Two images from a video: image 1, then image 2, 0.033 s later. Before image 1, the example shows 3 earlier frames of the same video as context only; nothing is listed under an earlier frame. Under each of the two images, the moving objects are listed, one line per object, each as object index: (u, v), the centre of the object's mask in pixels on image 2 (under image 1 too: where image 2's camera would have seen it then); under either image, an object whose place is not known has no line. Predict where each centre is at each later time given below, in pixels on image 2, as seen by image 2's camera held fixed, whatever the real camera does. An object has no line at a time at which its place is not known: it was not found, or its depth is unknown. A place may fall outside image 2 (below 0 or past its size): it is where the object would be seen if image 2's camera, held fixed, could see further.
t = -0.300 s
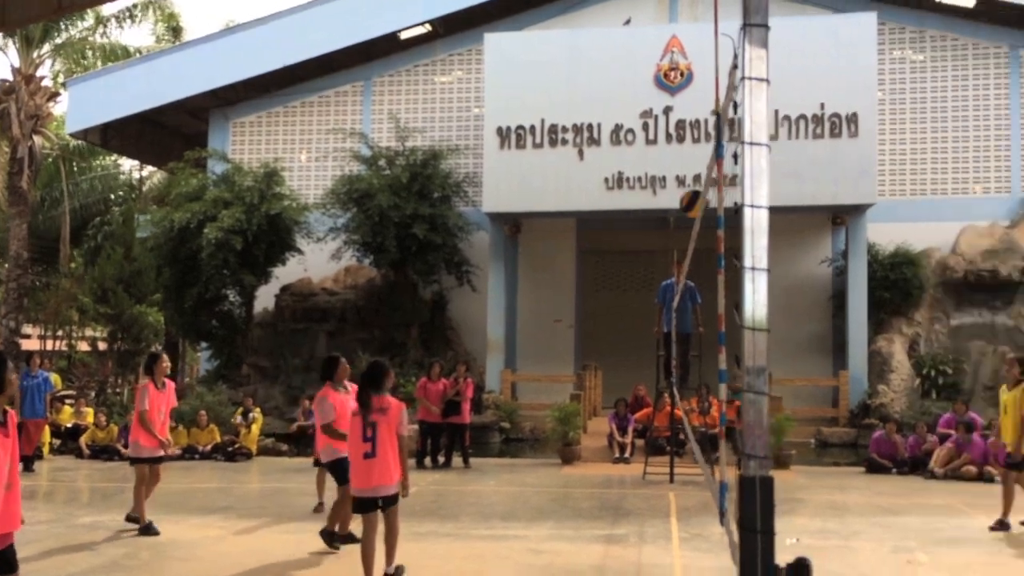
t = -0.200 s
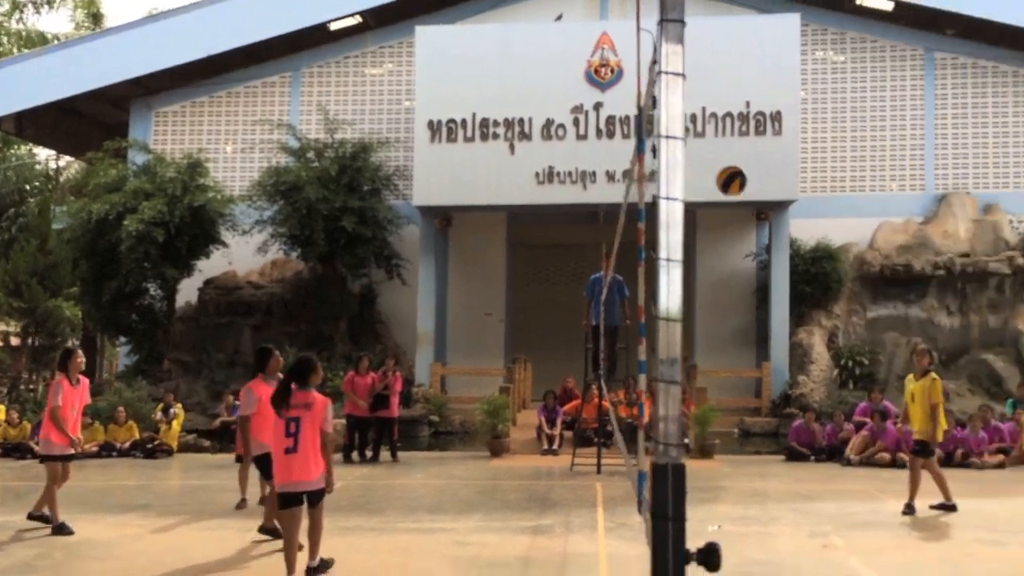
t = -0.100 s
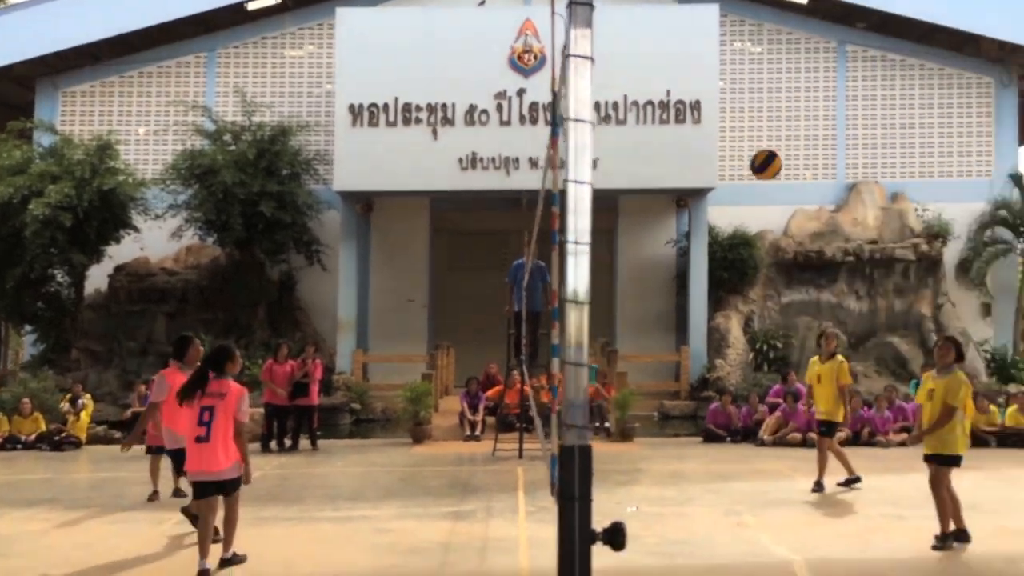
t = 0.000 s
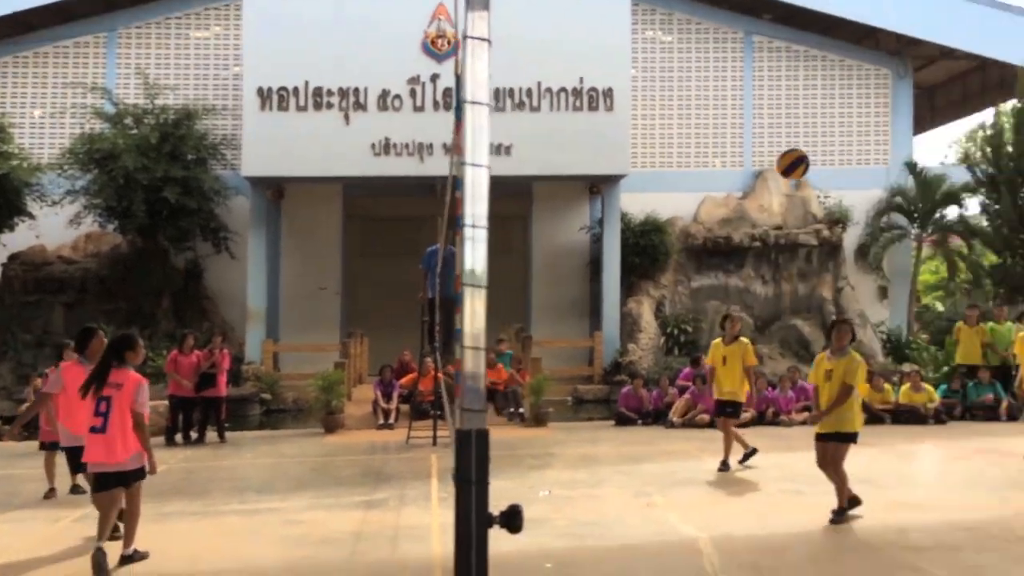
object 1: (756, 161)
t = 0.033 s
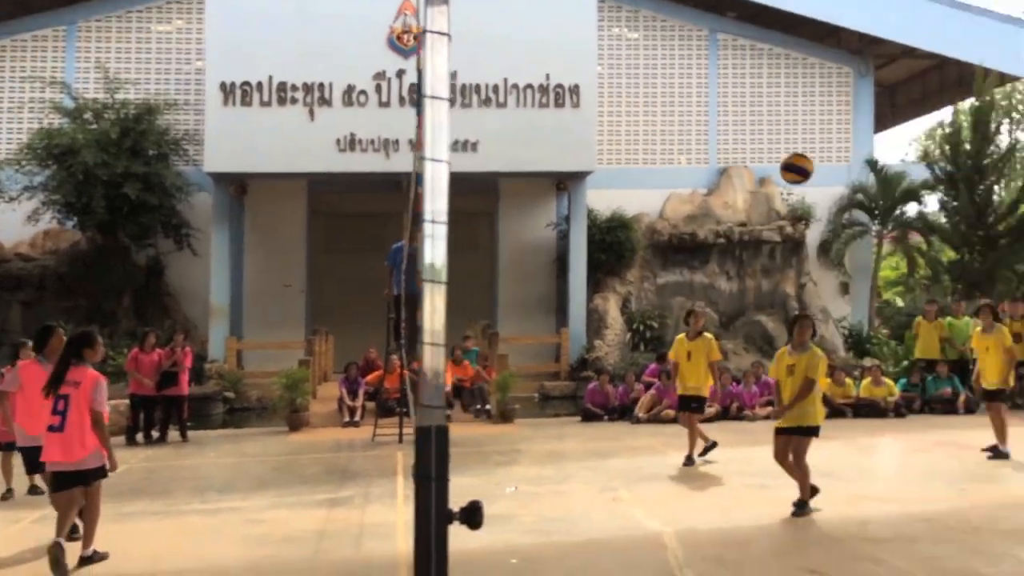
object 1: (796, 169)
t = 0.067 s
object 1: (837, 178)
